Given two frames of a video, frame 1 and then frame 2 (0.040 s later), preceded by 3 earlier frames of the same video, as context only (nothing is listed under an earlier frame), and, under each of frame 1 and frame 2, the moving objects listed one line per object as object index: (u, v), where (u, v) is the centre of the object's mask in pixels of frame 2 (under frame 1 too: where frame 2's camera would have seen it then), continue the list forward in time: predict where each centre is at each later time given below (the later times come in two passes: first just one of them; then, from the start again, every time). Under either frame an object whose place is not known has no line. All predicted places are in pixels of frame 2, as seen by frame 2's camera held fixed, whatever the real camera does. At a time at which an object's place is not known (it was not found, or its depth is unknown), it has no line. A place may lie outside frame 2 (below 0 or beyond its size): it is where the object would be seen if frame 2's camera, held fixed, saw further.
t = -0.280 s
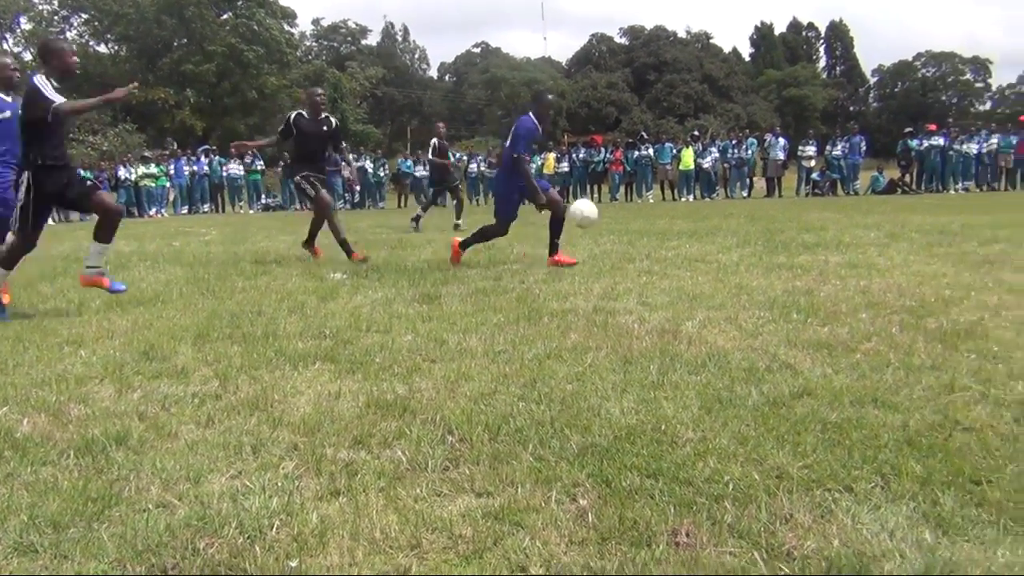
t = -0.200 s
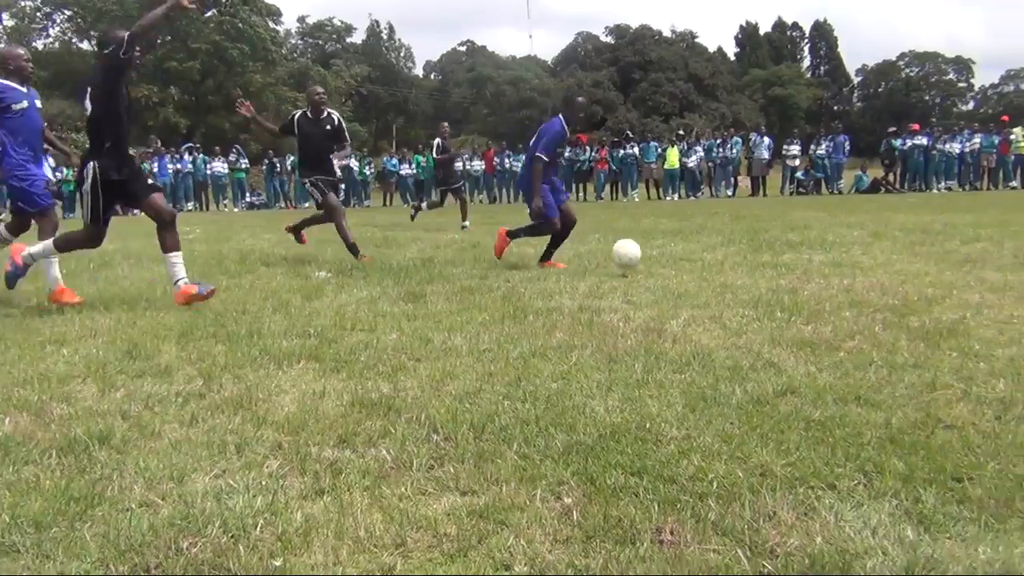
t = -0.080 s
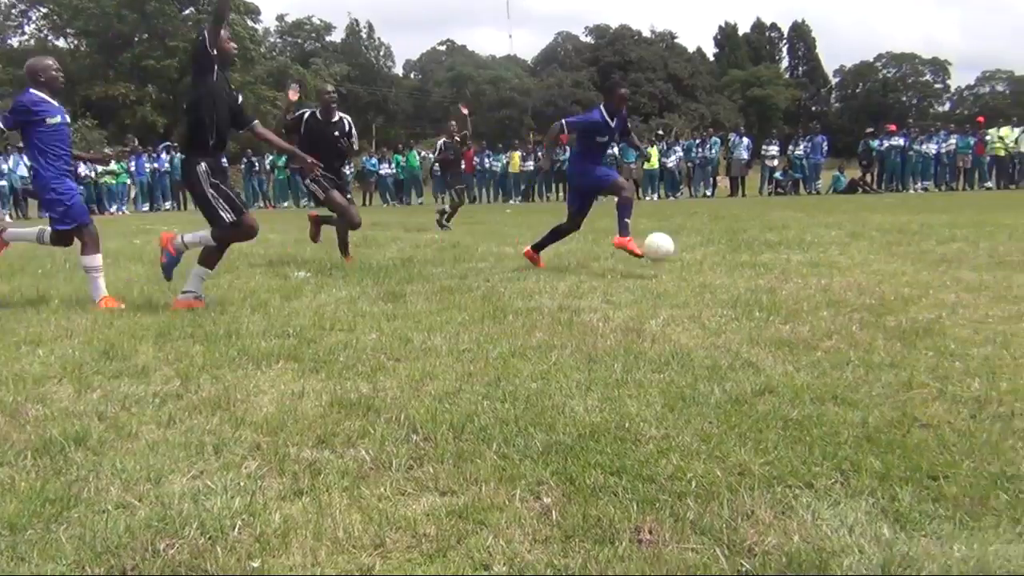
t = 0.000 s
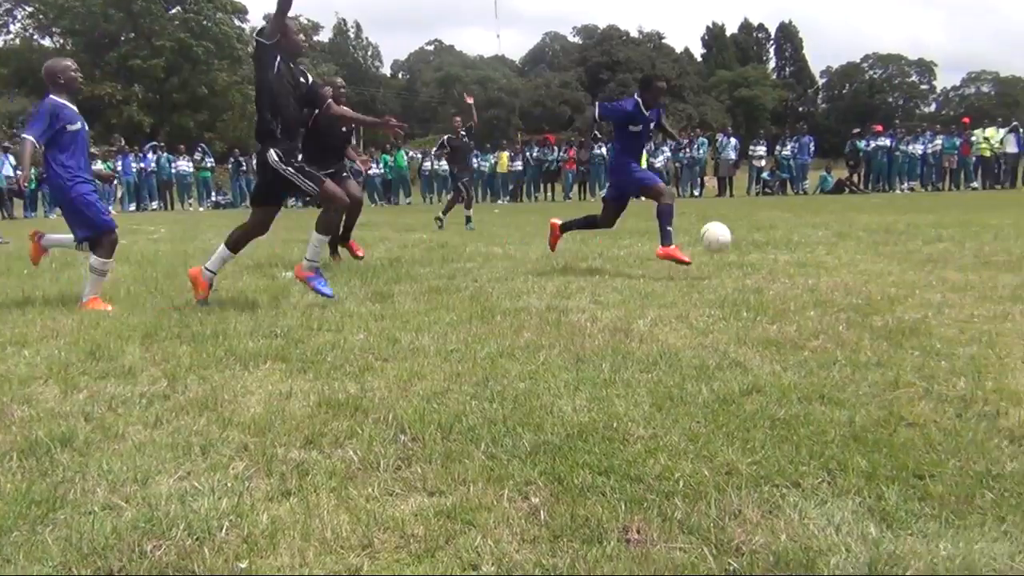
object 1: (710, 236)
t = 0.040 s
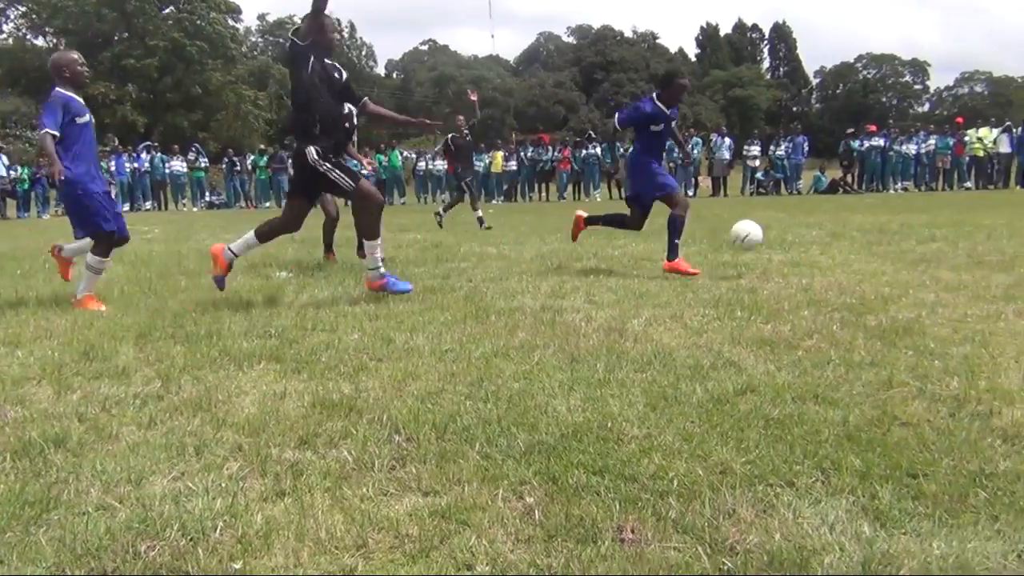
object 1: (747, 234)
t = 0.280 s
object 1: (979, 265)
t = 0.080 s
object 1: (784, 236)
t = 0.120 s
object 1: (823, 239)
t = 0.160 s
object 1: (863, 245)
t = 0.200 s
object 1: (903, 254)
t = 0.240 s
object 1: (945, 264)
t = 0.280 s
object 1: (979, 265)
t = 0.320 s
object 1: (1010, 263)
